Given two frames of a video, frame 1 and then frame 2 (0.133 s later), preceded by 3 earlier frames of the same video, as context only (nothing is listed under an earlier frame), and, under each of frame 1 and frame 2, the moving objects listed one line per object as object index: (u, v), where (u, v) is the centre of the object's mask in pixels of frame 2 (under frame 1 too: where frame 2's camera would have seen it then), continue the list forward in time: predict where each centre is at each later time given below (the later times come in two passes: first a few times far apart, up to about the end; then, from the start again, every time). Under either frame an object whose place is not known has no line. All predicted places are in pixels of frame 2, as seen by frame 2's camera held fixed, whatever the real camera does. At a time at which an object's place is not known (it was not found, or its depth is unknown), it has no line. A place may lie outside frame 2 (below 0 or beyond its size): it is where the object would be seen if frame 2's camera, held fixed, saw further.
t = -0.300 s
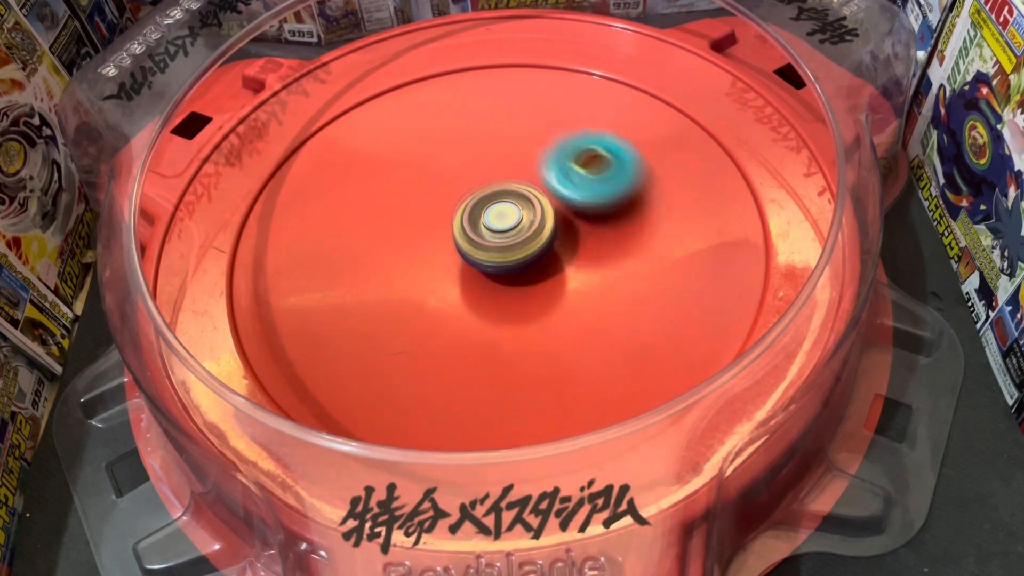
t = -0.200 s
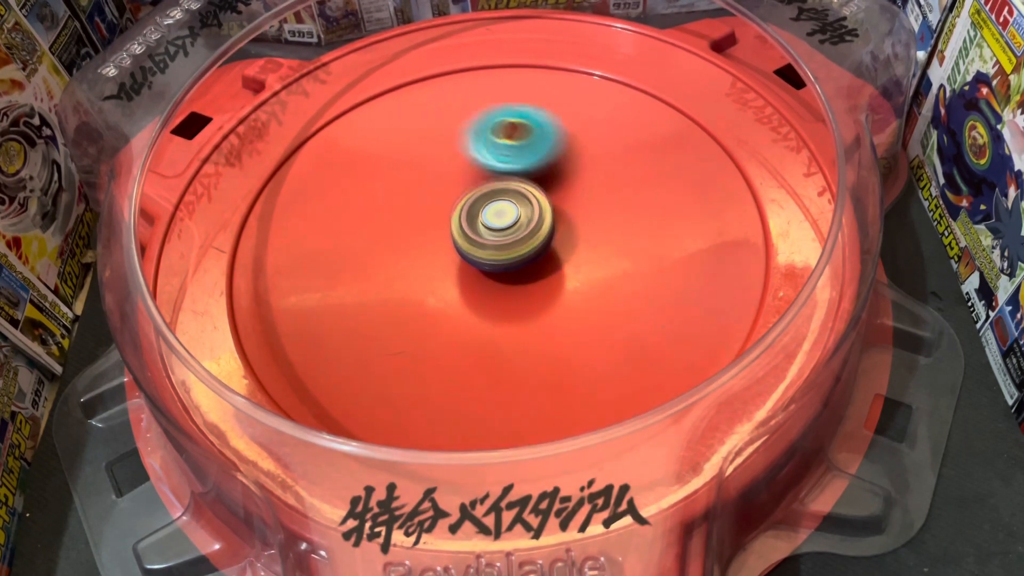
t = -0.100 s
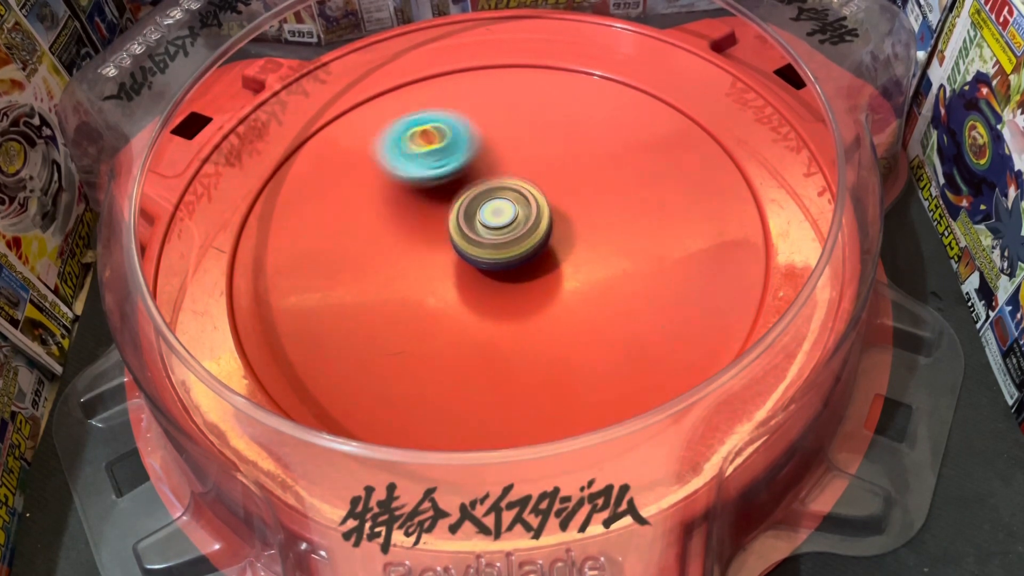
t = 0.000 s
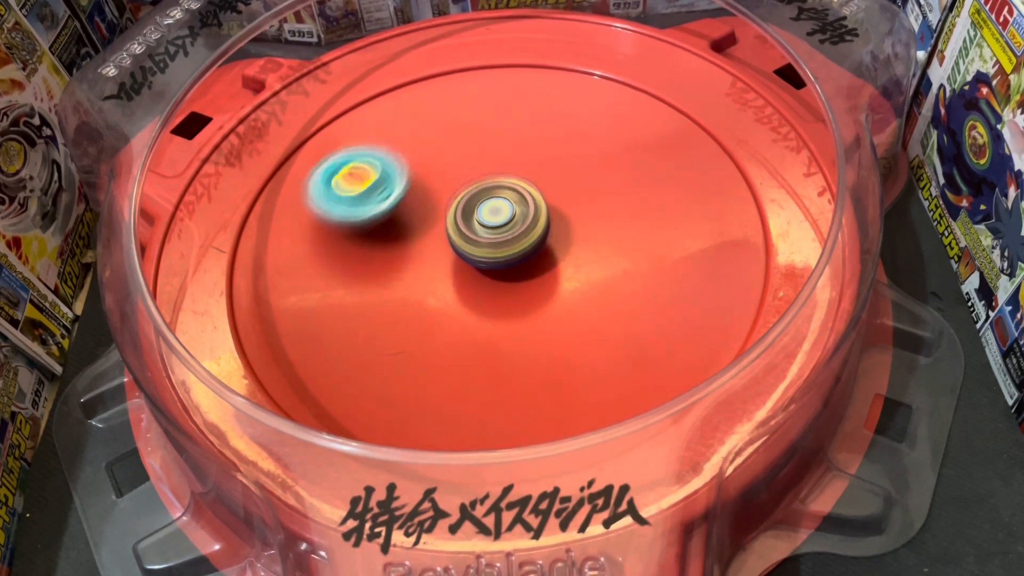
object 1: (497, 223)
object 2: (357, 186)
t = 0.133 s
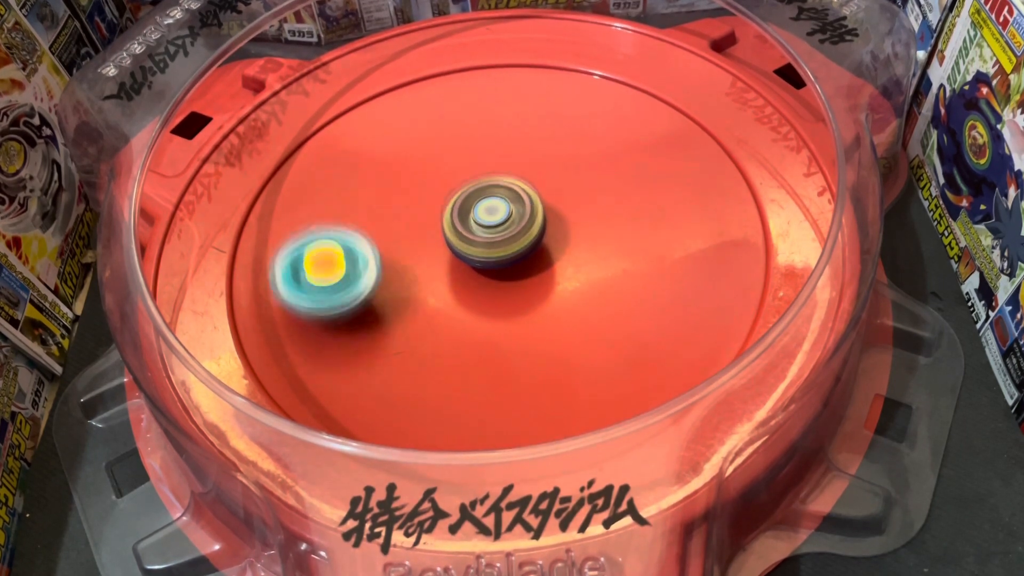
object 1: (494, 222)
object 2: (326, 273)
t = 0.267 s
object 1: (490, 221)
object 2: (396, 347)
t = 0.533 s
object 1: (482, 222)
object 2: (608, 257)
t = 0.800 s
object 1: (477, 225)
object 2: (497, 127)
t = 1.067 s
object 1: (472, 229)
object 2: (346, 222)
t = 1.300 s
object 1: (470, 232)
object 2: (482, 325)
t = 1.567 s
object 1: (471, 240)
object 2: (620, 195)
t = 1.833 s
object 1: (474, 247)
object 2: (465, 130)
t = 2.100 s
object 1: (497, 259)
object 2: (372, 265)
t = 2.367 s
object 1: (522, 258)
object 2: (531, 345)
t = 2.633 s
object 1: (504, 246)
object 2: (655, 236)
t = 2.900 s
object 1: (486, 239)
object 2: (560, 163)
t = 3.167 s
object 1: (462, 264)
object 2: (413, 188)
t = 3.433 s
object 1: (565, 328)
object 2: (282, 222)
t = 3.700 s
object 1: (529, 329)
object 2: (345, 302)
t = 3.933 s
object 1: (570, 311)
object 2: (417, 248)
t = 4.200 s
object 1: (549, 284)
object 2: (429, 173)
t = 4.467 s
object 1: (536, 263)
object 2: (413, 156)
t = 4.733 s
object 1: (533, 242)
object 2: (455, 187)
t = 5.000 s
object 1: (548, 239)
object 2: (504, 154)
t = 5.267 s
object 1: (554, 269)
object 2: (481, 128)
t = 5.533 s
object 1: (515, 276)
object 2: (442, 209)
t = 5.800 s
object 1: (536, 318)
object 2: (431, 235)
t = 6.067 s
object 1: (667, 410)
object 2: (329, 67)
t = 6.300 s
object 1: (512, 294)
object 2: (314, 71)
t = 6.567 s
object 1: (457, 192)
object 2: (343, 139)
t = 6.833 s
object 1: (547, 186)
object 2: (442, 222)
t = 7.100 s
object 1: (607, 173)
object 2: (510, 259)
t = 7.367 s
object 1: (611, 172)
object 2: (573, 262)
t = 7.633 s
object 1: (583, 172)
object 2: (605, 260)
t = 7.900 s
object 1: (533, 180)
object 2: (559, 258)
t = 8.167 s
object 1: (485, 194)
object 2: (477, 298)
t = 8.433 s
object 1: (443, 211)
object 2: (465, 325)
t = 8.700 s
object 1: (359, 149)
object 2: (553, 343)
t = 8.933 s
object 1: (331, 75)
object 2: (643, 319)
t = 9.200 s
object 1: (395, 145)
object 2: (584, 219)
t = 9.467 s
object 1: (382, 223)
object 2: (650, 212)
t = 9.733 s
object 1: (411, 254)
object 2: (629, 217)
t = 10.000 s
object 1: (455, 277)
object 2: (570, 245)
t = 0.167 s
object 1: (493, 222)
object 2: (334, 296)
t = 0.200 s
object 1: (492, 222)
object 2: (349, 317)
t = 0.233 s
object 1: (491, 222)
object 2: (369, 334)
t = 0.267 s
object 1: (490, 221)
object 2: (396, 347)
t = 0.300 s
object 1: (489, 222)
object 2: (427, 354)
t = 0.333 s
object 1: (488, 221)
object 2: (460, 355)
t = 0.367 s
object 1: (487, 222)
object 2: (495, 349)
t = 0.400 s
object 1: (486, 222)
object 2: (526, 339)
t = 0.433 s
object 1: (485, 222)
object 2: (555, 323)
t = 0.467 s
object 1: (484, 222)
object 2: (579, 304)
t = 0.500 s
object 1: (483, 222)
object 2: (597, 281)
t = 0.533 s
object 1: (482, 222)
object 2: (608, 257)
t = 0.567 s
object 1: (482, 223)
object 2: (611, 233)
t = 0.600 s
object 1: (481, 223)
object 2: (608, 210)
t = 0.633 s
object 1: (480, 223)
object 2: (599, 190)
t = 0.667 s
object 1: (479, 223)
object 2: (586, 171)
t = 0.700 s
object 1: (478, 224)
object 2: (568, 155)
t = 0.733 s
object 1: (477, 224)
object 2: (546, 142)
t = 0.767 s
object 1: (477, 225)
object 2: (523, 133)
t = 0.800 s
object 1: (477, 225)
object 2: (497, 127)
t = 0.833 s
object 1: (476, 225)
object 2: (471, 127)
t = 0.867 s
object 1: (475, 225)
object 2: (445, 130)
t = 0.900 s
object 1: (474, 226)
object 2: (420, 137)
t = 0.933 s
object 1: (474, 227)
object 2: (397, 148)
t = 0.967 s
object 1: (473, 228)
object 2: (377, 162)
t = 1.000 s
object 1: (473, 228)
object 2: (361, 180)
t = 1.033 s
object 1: (472, 228)
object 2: (351, 201)
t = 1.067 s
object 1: (472, 229)
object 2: (346, 222)
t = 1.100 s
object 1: (472, 229)
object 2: (348, 245)
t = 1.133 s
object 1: (471, 230)
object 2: (357, 267)
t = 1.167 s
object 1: (471, 230)
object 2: (372, 288)
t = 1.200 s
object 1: (471, 231)
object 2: (394, 305)
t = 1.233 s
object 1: (471, 231)
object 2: (421, 317)
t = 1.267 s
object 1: (470, 231)
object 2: (451, 324)
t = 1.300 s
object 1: (470, 232)
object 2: (482, 325)
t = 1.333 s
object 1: (470, 234)
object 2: (513, 321)
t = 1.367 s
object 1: (470, 236)
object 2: (543, 312)
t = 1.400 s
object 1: (470, 236)
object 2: (570, 297)
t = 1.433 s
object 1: (470, 237)
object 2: (593, 279)
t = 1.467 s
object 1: (470, 238)
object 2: (609, 259)
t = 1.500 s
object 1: (470, 239)
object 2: (619, 237)
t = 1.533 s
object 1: (471, 239)
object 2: (623, 216)
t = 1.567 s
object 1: (471, 240)
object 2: (620, 195)
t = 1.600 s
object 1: (471, 241)
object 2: (613, 176)
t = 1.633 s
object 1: (472, 241)
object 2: (601, 159)
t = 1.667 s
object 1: (472, 243)
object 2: (584, 144)
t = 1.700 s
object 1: (472, 244)
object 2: (563, 133)
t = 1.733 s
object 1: (473, 245)
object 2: (540, 126)
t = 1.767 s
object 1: (473, 246)
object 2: (516, 123)
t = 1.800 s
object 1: (473, 246)
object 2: (490, 124)
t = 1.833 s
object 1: (474, 247)
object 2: (465, 130)
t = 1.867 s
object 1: (474, 247)
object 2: (442, 139)
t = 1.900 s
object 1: (474, 248)
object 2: (421, 153)
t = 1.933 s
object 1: (475, 248)
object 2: (403, 170)
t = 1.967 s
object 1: (475, 249)
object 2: (390, 189)
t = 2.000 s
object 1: (476, 250)
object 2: (383, 210)
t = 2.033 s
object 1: (483, 253)
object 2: (374, 229)
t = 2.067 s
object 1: (492, 256)
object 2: (369, 247)
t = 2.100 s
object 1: (497, 259)
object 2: (372, 265)
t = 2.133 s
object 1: (500, 262)
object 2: (381, 283)
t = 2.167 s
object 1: (502, 264)
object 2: (396, 301)
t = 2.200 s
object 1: (506, 263)
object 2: (414, 317)
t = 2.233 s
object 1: (511, 263)
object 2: (431, 332)
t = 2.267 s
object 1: (515, 262)
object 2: (454, 341)
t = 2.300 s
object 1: (518, 261)
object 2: (480, 346)
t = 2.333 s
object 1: (520, 260)
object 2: (506, 347)
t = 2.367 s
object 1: (522, 258)
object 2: (531, 345)
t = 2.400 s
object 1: (523, 256)
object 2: (555, 341)
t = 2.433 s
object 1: (523, 254)
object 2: (578, 334)
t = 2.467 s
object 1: (525, 252)
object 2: (598, 321)
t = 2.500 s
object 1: (526, 252)
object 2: (614, 305)
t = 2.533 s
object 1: (527, 251)
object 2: (625, 287)
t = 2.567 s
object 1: (523, 250)
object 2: (638, 269)
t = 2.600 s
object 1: (512, 248)
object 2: (650, 252)
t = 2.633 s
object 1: (504, 246)
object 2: (655, 236)
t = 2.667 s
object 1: (499, 243)
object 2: (653, 222)
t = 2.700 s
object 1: (497, 241)
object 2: (646, 210)
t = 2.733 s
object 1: (496, 239)
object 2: (636, 199)
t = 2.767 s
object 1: (495, 237)
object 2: (622, 190)
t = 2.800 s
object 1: (496, 236)
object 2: (607, 182)
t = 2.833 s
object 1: (496, 235)
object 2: (589, 176)
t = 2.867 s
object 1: (495, 234)
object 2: (572, 171)
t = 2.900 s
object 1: (486, 239)
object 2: (560, 163)
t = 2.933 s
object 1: (480, 242)
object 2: (545, 160)
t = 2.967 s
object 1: (475, 244)
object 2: (529, 160)
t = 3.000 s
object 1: (473, 245)
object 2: (509, 163)
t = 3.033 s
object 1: (470, 250)
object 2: (488, 164)
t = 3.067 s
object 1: (466, 255)
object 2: (468, 166)
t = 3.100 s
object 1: (464, 257)
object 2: (448, 171)
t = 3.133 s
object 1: (462, 260)
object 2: (430, 180)
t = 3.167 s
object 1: (462, 264)
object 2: (413, 188)
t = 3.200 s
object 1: (463, 269)
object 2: (398, 197)
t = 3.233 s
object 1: (462, 271)
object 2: (387, 209)
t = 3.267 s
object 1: (467, 277)
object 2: (373, 219)
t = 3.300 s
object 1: (496, 296)
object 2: (343, 214)
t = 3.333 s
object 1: (521, 309)
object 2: (318, 210)
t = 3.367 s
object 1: (542, 319)
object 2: (299, 210)
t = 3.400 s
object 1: (557, 325)
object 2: (287, 214)
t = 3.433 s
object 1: (565, 328)
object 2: (282, 222)
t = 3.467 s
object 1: (569, 329)
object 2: (280, 231)
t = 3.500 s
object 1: (568, 330)
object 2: (281, 240)
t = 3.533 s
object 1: (564, 331)
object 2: (284, 251)
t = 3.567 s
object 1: (557, 332)
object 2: (289, 262)
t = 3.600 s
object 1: (551, 333)
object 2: (297, 272)
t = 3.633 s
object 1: (543, 333)
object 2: (308, 283)
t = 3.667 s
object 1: (535, 331)
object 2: (324, 293)
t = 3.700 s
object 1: (529, 329)
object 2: (345, 302)
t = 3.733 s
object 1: (522, 327)
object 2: (368, 307)
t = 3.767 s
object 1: (516, 324)
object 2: (392, 308)
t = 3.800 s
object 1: (526, 325)
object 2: (401, 301)
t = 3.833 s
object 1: (544, 324)
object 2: (401, 288)
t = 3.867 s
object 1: (557, 320)
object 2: (405, 275)
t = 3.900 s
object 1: (565, 316)
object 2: (411, 262)
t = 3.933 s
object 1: (570, 311)
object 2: (417, 248)
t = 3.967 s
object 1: (571, 306)
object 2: (422, 236)
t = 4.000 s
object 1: (570, 302)
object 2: (426, 224)
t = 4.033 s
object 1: (568, 298)
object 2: (429, 213)
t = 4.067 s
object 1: (565, 295)
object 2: (431, 203)
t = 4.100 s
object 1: (561, 292)
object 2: (431, 194)
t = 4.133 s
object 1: (557, 290)
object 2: (431, 186)
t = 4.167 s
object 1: (553, 287)
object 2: (430, 179)
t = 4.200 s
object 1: (549, 284)
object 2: (429, 173)
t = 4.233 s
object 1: (545, 282)
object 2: (426, 168)
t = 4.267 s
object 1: (542, 280)
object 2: (424, 164)
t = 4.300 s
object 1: (540, 277)
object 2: (422, 160)
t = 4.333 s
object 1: (538, 274)
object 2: (420, 158)
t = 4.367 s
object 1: (537, 271)
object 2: (418, 156)
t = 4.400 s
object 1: (536, 269)
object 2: (416, 155)
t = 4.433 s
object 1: (536, 266)
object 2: (415, 156)
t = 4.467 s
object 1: (536, 263)
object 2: (413, 156)
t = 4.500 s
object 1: (535, 260)
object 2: (412, 157)
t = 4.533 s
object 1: (535, 257)
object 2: (412, 160)
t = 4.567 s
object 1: (534, 254)
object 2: (414, 164)
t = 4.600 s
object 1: (534, 251)
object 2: (417, 168)
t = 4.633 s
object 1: (533, 249)
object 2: (423, 173)
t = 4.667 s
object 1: (534, 246)
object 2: (431, 179)
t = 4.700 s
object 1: (532, 244)
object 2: (443, 184)
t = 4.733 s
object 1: (533, 242)
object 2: (455, 187)
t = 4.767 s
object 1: (541, 245)
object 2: (461, 184)
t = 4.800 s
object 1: (547, 246)
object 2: (468, 180)
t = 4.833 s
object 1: (550, 247)
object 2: (476, 175)
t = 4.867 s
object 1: (551, 246)
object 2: (483, 171)
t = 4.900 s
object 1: (551, 245)
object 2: (490, 166)
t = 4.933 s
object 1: (551, 243)
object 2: (496, 162)
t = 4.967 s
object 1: (550, 241)
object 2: (501, 158)
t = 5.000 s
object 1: (548, 239)
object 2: (504, 154)
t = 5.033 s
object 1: (547, 237)
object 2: (506, 151)
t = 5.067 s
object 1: (546, 235)
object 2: (507, 149)
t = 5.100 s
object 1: (544, 233)
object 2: (507, 149)
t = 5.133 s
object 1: (543, 232)
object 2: (507, 151)
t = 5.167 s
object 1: (542, 231)
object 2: (506, 153)
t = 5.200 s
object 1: (547, 243)
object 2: (500, 144)
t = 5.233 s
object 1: (552, 258)
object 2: (491, 134)
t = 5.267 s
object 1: (554, 269)
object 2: (481, 128)
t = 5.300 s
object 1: (553, 276)
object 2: (471, 128)
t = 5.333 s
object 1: (549, 280)
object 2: (460, 132)
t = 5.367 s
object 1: (543, 281)
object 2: (451, 140)
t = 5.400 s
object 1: (538, 281)
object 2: (443, 150)
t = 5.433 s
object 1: (531, 280)
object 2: (437, 163)
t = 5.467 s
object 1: (526, 279)
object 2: (435, 178)
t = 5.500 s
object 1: (521, 278)
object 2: (437, 194)
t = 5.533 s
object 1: (515, 276)
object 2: (442, 209)
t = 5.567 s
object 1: (523, 284)
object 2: (438, 211)
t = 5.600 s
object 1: (540, 299)
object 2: (426, 205)
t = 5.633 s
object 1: (550, 310)
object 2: (419, 203)
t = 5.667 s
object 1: (555, 314)
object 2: (415, 203)
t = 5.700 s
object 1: (554, 315)
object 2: (415, 208)
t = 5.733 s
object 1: (549, 317)
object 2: (418, 216)
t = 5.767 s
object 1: (543, 318)
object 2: (423, 225)
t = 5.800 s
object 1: (536, 318)
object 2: (431, 235)
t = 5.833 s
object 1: (529, 317)
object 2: (442, 243)
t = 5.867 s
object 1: (524, 319)
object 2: (453, 249)
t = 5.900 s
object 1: (569, 358)
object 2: (427, 213)
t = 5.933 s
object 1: (615, 383)
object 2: (394, 168)
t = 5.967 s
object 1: (657, 406)
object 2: (366, 129)
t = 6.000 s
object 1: (684, 419)
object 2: (345, 98)
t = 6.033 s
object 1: (682, 424)
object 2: (333, 75)
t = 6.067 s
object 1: (667, 410)
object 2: (329, 67)
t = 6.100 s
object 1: (648, 398)
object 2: (327, 62)
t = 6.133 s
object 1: (619, 378)
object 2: (325, 59)
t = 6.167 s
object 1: (601, 369)
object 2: (323, 60)
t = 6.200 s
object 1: (578, 350)
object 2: (320, 61)
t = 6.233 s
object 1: (554, 332)
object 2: (317, 63)
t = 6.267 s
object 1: (532, 314)
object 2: (315, 67)
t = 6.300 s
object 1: (512, 294)
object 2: (314, 71)
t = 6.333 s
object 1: (494, 275)
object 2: (314, 75)
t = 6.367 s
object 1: (479, 256)
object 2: (314, 80)
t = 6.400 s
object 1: (467, 240)
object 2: (316, 85)
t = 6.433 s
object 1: (458, 224)
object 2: (318, 91)
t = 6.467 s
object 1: (452, 212)
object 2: (323, 100)
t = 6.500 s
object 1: (451, 204)
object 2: (329, 112)
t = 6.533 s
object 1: (453, 197)
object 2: (335, 125)
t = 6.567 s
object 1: (457, 192)
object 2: (343, 139)
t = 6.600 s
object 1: (463, 189)
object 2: (353, 155)
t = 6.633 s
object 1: (470, 186)
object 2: (367, 169)
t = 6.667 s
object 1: (489, 184)
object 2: (372, 180)
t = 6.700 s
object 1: (509, 185)
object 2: (380, 191)
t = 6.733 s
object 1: (523, 185)
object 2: (392, 201)
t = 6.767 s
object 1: (534, 186)
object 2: (407, 209)
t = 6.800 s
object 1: (541, 185)
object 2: (424, 216)
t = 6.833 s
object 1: (547, 186)
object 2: (442, 222)
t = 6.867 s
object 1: (553, 185)
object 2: (459, 226)
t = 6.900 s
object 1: (570, 179)
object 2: (460, 234)
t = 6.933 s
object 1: (584, 176)
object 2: (463, 243)
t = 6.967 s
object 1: (592, 174)
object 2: (469, 249)
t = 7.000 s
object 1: (597, 173)
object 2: (477, 253)
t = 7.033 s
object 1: (601, 173)
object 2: (487, 256)
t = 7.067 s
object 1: (605, 173)
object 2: (498, 258)
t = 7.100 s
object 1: (607, 173)
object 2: (510, 259)
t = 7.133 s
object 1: (609, 174)
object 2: (522, 259)
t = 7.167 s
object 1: (610, 175)
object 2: (533, 258)
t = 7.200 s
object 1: (610, 176)
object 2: (544, 257)
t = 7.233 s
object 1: (610, 177)
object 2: (555, 255)
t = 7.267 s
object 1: (610, 175)
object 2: (560, 257)
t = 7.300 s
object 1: (611, 173)
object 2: (564, 260)
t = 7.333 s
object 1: (611, 172)
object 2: (568, 261)
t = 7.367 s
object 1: (611, 172)
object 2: (573, 262)
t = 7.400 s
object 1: (609, 172)
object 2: (578, 261)
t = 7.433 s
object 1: (607, 173)
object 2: (583, 260)
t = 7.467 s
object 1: (603, 173)
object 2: (588, 258)
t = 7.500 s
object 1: (599, 173)
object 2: (593, 259)
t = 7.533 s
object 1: (596, 172)
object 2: (596, 261)
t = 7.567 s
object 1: (592, 171)
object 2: (599, 262)
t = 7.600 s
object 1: (588, 171)
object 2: (602, 262)
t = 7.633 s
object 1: (583, 172)
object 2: (605, 260)
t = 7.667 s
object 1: (578, 173)
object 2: (607, 258)
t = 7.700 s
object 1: (572, 175)
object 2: (606, 256)
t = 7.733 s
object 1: (566, 176)
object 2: (603, 254)
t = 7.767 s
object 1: (559, 177)
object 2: (598, 252)
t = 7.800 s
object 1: (552, 178)
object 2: (591, 251)
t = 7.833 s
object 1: (546, 178)
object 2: (582, 252)
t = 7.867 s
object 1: (539, 179)
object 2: (571, 255)
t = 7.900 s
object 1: (533, 180)
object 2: (559, 258)
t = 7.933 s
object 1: (527, 181)
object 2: (546, 263)
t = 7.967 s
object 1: (520, 183)
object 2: (533, 267)
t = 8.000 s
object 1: (514, 185)
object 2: (521, 272)
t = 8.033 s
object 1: (508, 187)
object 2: (510, 277)
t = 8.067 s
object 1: (502, 189)
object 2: (500, 283)
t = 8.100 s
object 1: (496, 191)
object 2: (491, 288)
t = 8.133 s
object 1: (490, 193)
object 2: (483, 293)
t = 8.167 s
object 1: (485, 194)
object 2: (477, 298)
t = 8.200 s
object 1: (479, 196)
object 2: (471, 303)
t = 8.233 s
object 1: (474, 199)
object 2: (467, 308)
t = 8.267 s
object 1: (468, 201)
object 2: (463, 312)
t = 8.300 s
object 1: (463, 203)
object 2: (461, 316)
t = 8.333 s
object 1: (458, 205)
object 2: (461, 319)
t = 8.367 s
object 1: (453, 207)
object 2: (461, 322)
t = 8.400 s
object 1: (448, 209)
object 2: (463, 324)
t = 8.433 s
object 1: (443, 211)
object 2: (465, 325)
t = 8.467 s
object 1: (439, 213)
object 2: (468, 323)
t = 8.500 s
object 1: (435, 215)
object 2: (472, 319)
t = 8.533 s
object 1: (432, 218)
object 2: (475, 314)
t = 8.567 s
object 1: (428, 220)
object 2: (477, 308)
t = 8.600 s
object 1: (425, 222)
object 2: (477, 299)
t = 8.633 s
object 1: (416, 218)
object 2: (484, 298)
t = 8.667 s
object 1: (386, 184)
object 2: (520, 324)
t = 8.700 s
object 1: (359, 149)
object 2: (553, 343)
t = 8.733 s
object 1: (339, 120)
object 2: (582, 355)
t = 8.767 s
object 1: (328, 96)
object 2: (606, 360)
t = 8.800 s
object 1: (326, 83)
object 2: (623, 359)
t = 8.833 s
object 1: (327, 76)
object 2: (633, 352)
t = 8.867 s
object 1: (328, 74)
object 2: (639, 342)
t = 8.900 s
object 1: (330, 73)
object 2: (642, 332)
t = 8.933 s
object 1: (331, 75)
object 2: (643, 319)
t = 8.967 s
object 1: (332, 77)
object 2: (641, 305)
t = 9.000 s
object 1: (334, 80)
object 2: (637, 292)
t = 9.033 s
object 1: (337, 83)
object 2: (631, 278)
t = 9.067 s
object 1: (342, 89)
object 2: (624, 264)
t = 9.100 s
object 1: (352, 102)
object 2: (616, 251)
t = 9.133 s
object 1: (366, 115)
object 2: (606, 240)
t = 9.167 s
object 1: (381, 130)
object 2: (595, 229)
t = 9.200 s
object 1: (395, 145)
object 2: (584, 219)
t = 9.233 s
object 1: (410, 160)
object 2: (572, 211)
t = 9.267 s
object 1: (426, 176)
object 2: (560, 204)
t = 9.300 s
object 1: (441, 190)
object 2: (547, 198)
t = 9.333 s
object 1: (438, 199)
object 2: (555, 194)
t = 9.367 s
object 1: (415, 206)
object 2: (588, 200)
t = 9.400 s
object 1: (399, 211)
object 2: (615, 203)
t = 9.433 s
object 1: (387, 217)
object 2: (636, 208)
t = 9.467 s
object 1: (382, 223)
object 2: (650, 212)
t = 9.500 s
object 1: (382, 229)
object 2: (658, 214)
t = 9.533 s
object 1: (383, 233)
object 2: (661, 216)
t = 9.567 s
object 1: (387, 238)
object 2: (660, 217)
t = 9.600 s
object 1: (391, 241)
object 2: (656, 216)
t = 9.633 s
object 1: (395, 244)
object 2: (651, 216)
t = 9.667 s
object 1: (400, 248)
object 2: (644, 216)
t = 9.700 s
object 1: (406, 251)
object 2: (637, 216)
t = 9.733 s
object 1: (411, 254)
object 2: (629, 217)
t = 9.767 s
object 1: (418, 258)
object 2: (620, 218)
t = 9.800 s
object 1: (424, 261)
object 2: (611, 220)
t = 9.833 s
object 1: (431, 263)
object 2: (602, 222)
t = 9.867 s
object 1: (437, 265)
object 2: (593, 226)
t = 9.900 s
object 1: (444, 268)
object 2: (585, 230)
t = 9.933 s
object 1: (450, 271)
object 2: (577, 234)
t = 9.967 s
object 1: (456, 273)
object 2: (569, 240)
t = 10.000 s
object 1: (455, 277)
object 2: (570, 245)
